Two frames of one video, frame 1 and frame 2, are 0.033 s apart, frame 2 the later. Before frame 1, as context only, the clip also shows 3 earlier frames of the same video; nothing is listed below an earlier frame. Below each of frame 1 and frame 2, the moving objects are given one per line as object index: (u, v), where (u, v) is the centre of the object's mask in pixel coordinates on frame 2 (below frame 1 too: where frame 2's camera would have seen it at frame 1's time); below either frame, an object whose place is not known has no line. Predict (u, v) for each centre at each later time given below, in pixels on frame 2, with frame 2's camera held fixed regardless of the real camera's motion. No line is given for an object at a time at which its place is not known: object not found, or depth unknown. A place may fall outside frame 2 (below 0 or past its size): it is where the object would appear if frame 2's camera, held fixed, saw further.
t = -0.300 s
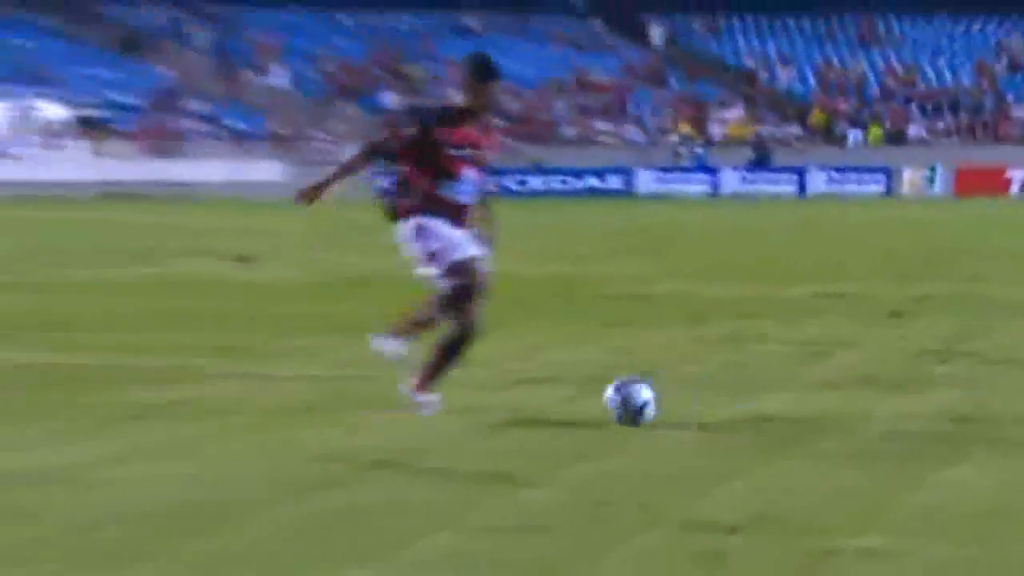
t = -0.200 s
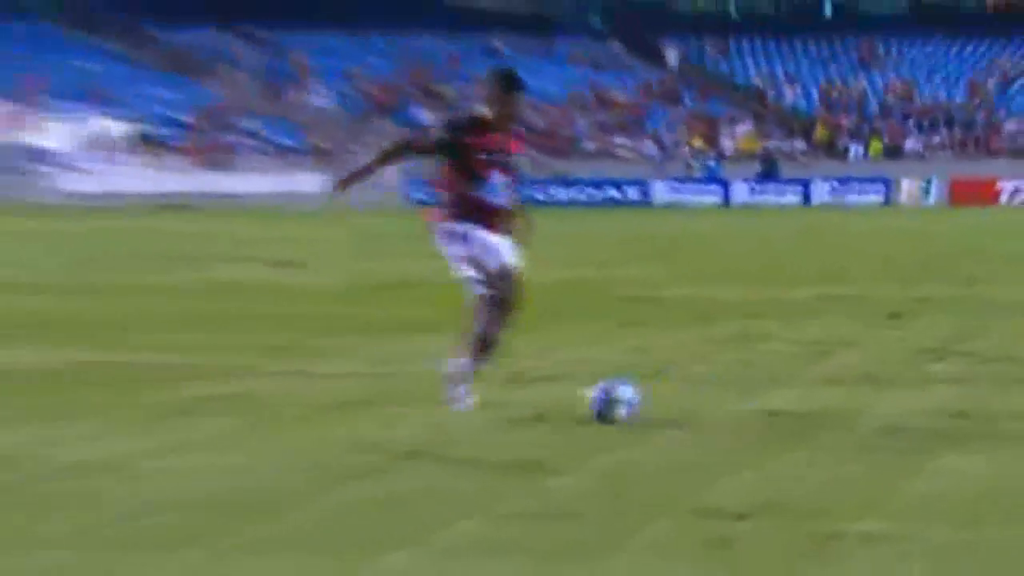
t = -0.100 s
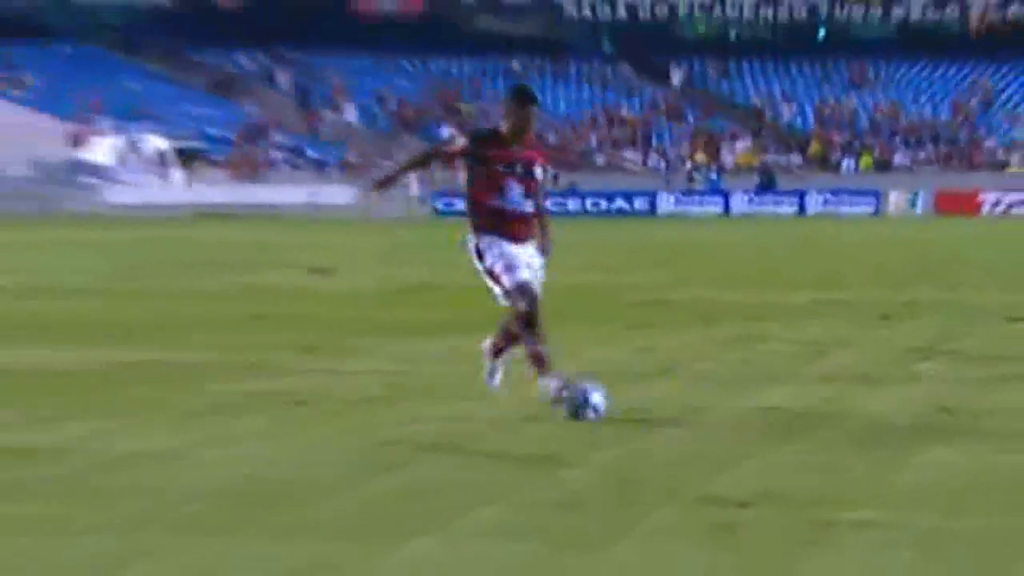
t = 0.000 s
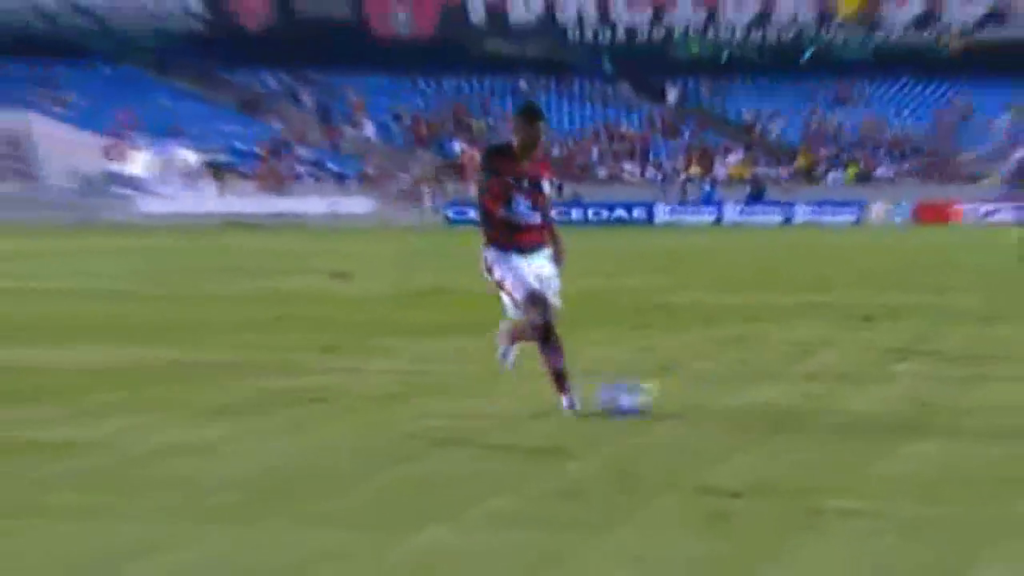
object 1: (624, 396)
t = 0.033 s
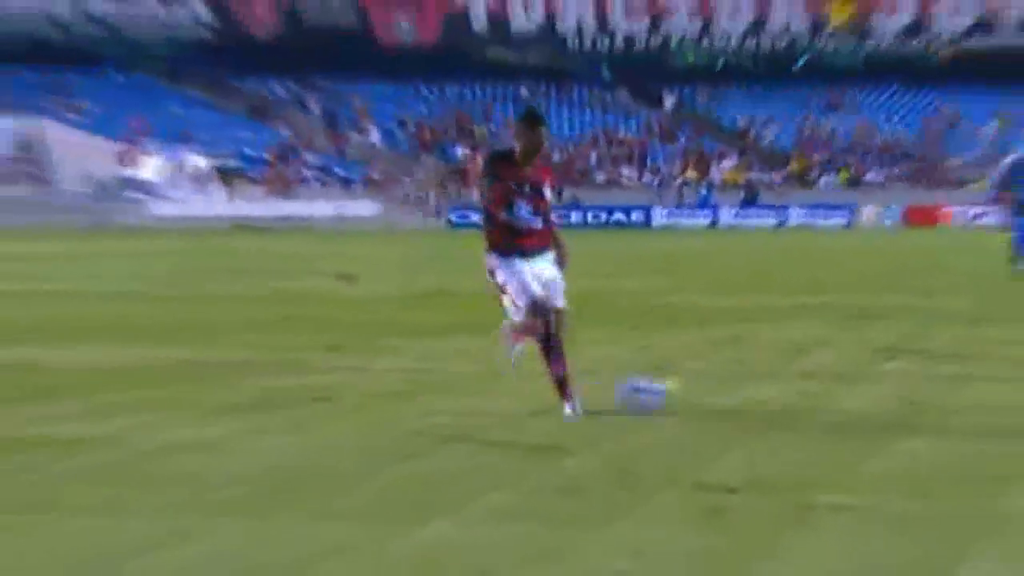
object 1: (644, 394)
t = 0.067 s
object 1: (662, 390)
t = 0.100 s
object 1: (677, 386)
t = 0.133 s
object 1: (700, 384)
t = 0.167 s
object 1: (721, 382)
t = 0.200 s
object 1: (741, 381)
